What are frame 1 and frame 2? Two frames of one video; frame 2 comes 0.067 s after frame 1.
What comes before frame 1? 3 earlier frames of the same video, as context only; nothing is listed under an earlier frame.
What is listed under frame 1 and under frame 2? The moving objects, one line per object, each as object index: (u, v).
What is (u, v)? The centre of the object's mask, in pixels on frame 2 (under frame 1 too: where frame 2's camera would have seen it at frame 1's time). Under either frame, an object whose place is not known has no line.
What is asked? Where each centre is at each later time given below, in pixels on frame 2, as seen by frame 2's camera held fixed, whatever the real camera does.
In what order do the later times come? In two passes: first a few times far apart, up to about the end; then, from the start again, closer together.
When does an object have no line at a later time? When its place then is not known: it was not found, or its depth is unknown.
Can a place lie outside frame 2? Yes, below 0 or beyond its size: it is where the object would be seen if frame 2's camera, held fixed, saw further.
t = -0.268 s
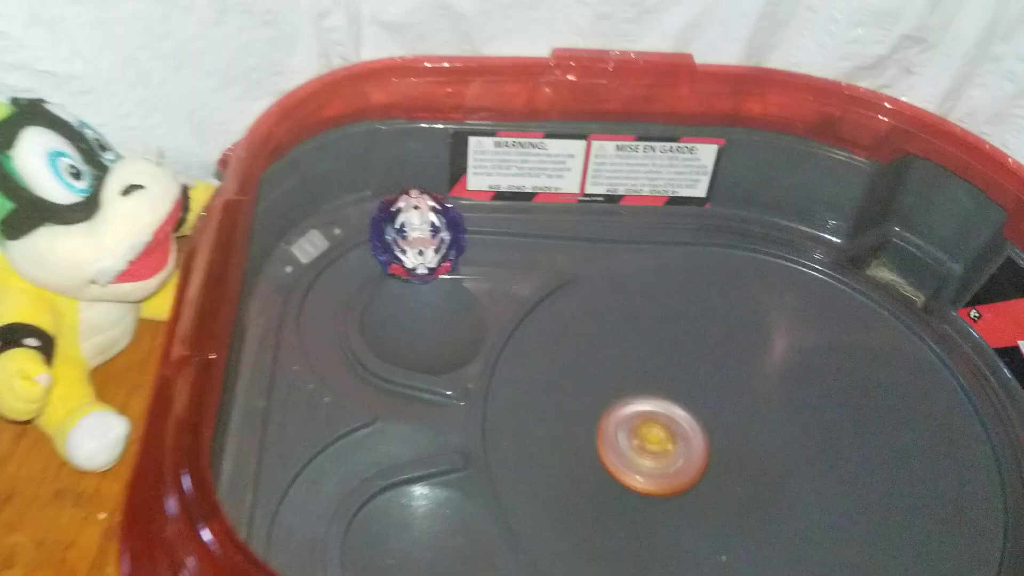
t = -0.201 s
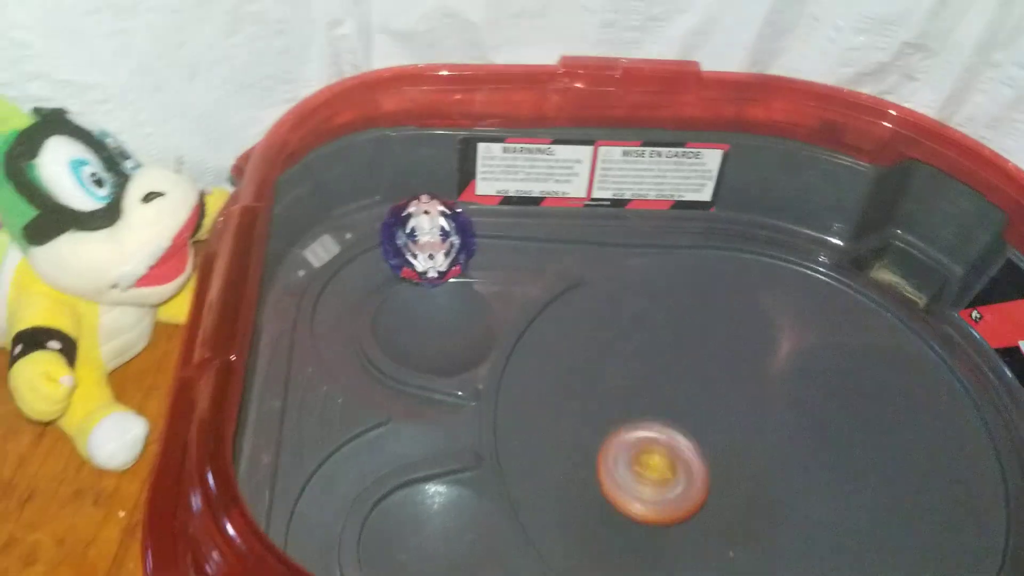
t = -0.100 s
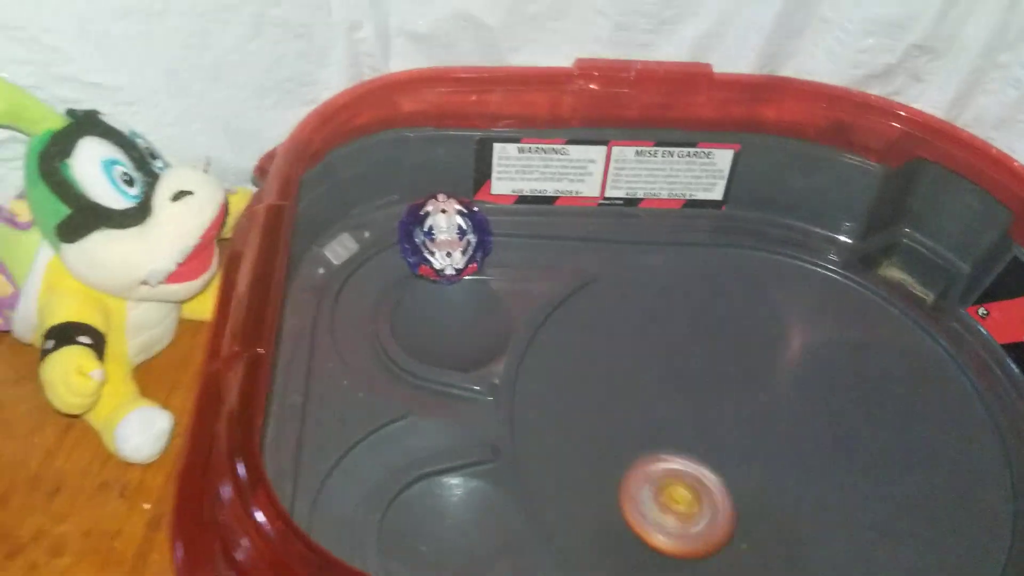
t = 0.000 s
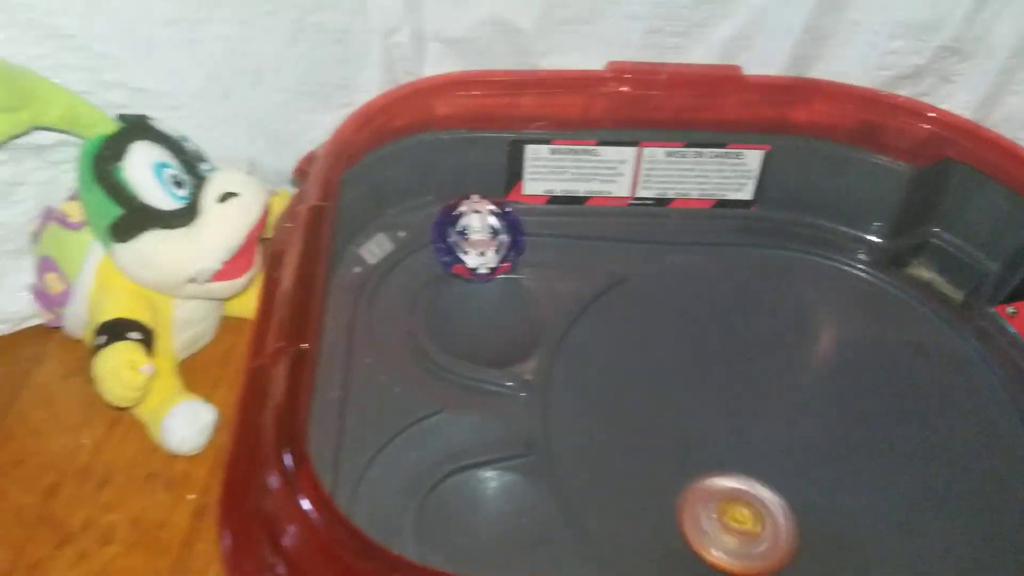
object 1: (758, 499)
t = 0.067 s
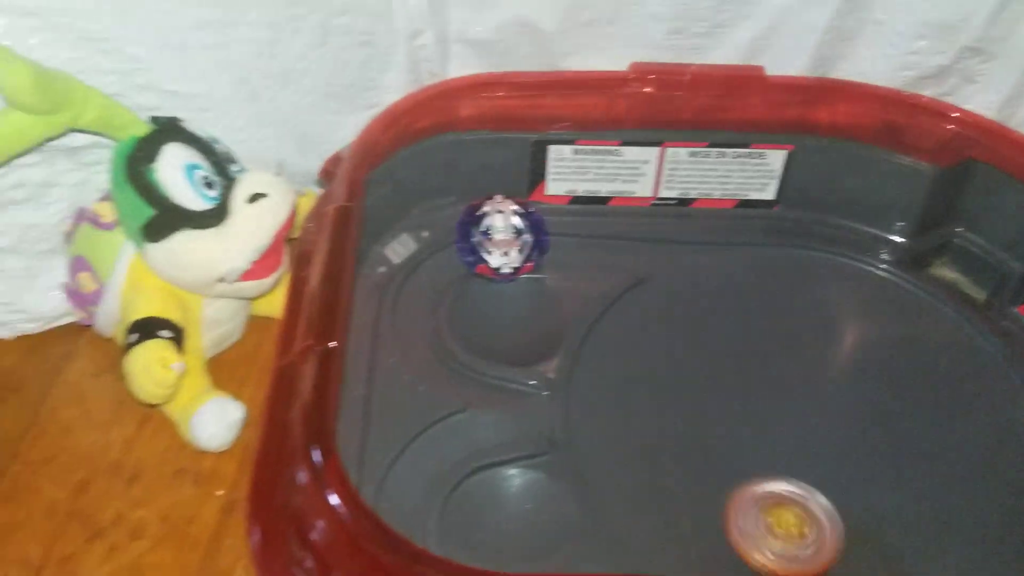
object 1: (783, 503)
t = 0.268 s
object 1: (841, 459)
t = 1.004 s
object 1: (708, 316)
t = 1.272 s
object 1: (780, 385)
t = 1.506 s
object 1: (884, 410)
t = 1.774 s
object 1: (917, 369)
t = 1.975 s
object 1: (855, 356)
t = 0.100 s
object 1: (793, 502)
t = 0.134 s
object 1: (806, 498)
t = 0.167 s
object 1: (815, 491)
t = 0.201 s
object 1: (826, 482)
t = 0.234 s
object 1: (836, 471)
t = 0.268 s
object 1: (841, 459)
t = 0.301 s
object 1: (842, 446)
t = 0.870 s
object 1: (725, 285)
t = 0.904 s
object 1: (720, 289)
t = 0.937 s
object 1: (713, 297)
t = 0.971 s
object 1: (710, 306)
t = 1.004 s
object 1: (708, 316)
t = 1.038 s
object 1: (714, 318)
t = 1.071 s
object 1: (716, 337)
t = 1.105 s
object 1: (723, 349)
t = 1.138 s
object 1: (731, 357)
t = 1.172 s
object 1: (744, 365)
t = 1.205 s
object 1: (755, 370)
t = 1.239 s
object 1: (768, 378)
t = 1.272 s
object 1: (780, 385)
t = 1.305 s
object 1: (794, 394)
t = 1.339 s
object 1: (814, 399)
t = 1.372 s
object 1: (830, 403)
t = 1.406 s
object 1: (843, 406)
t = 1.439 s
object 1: (857, 409)
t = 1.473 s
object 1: (870, 410)
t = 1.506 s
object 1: (884, 410)
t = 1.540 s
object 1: (896, 408)
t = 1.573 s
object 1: (905, 404)
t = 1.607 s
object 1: (913, 398)
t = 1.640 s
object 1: (918, 394)
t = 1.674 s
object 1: (924, 388)
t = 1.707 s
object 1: (922, 382)
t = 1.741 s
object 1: (923, 376)
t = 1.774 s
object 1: (917, 369)
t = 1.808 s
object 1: (909, 363)
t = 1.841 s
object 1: (900, 358)
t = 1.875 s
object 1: (890, 355)
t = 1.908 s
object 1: (880, 355)
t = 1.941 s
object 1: (867, 356)
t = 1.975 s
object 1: (855, 356)
